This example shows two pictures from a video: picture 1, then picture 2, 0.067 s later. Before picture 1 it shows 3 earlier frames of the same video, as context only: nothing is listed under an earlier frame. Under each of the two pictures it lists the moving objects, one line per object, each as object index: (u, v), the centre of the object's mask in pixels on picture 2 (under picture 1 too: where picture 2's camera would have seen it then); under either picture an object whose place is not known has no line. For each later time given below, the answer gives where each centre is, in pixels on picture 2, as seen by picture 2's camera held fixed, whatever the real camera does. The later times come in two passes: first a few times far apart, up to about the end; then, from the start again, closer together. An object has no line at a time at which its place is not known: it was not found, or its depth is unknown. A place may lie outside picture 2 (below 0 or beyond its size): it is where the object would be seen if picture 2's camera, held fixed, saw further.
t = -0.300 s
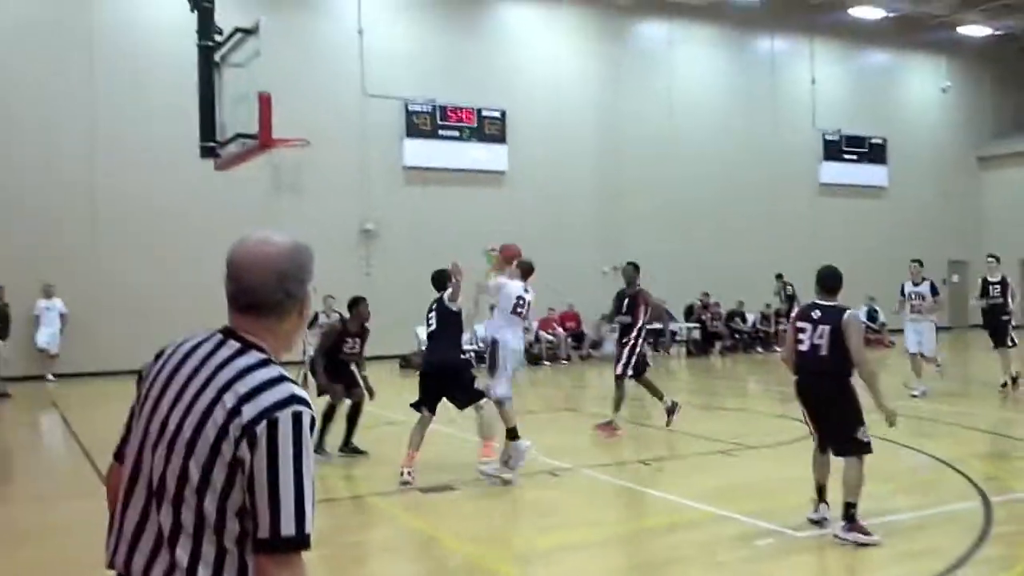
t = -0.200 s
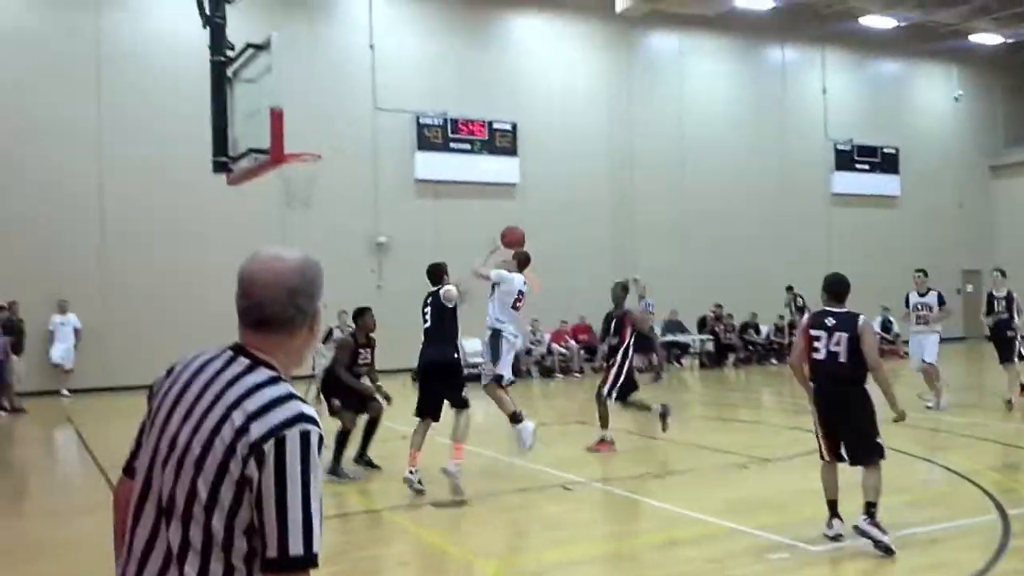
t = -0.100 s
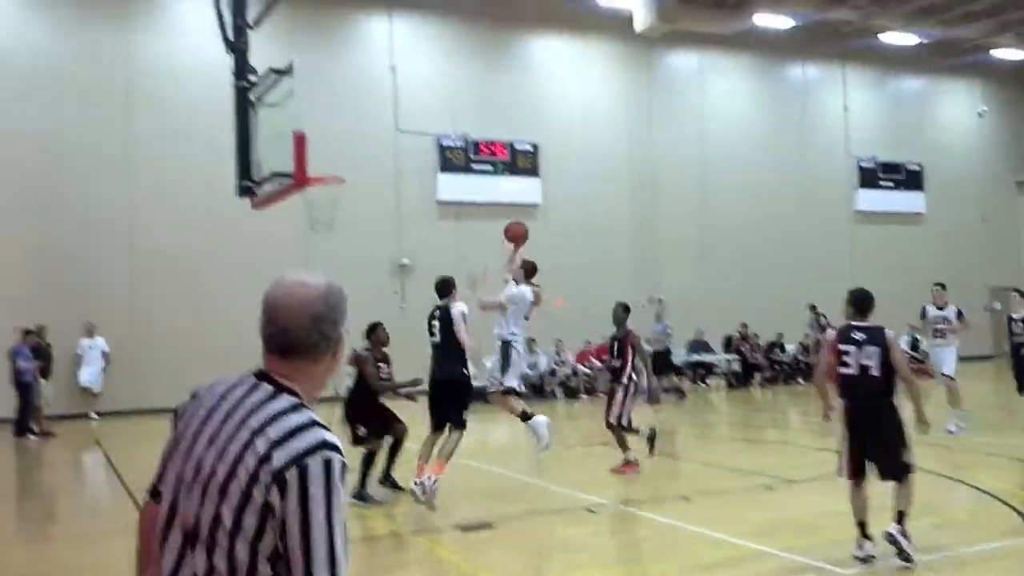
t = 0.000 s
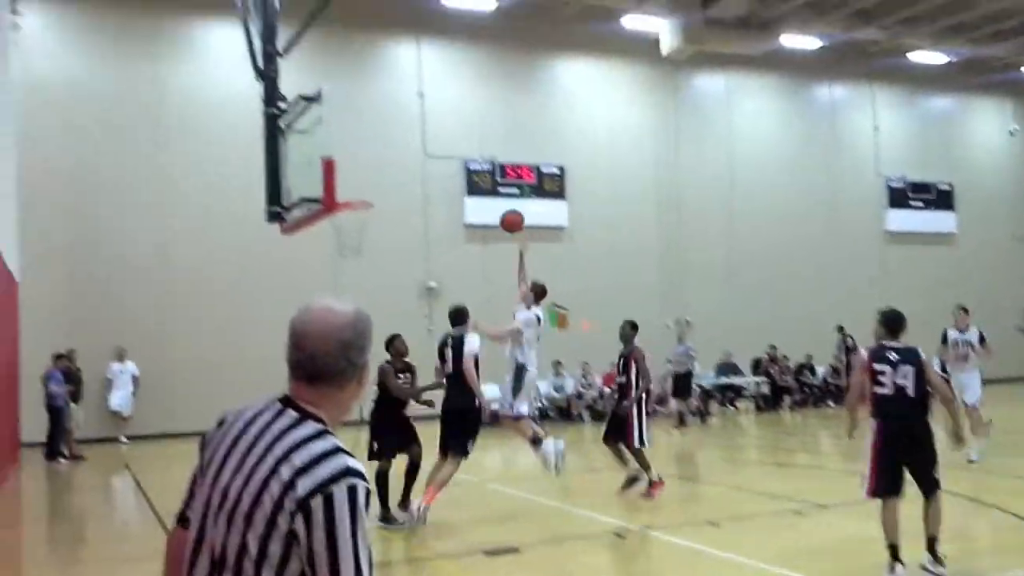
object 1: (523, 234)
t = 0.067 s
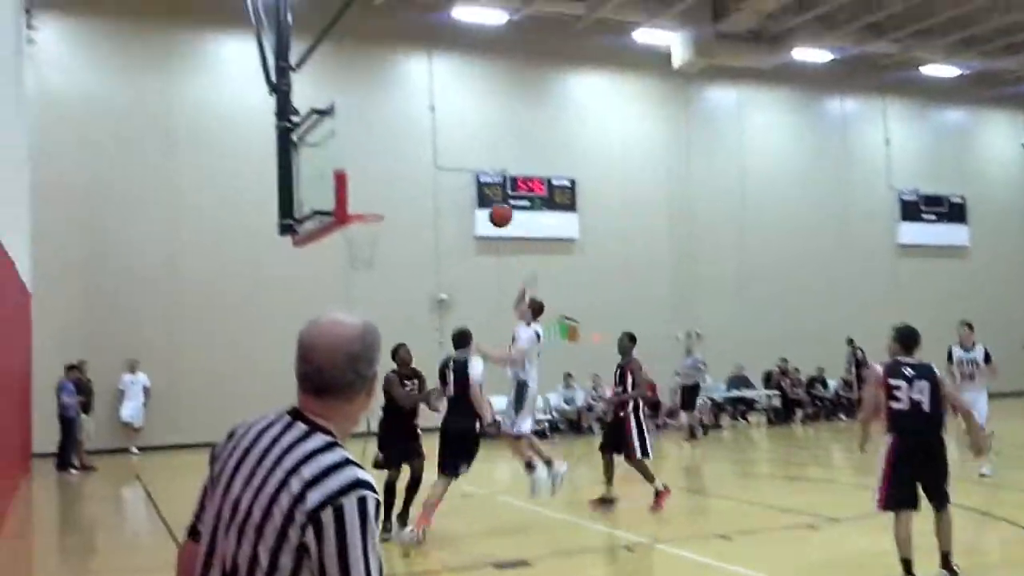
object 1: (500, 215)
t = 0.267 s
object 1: (435, 188)
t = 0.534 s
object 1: (358, 208)
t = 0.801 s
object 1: (350, 244)
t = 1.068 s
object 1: (332, 286)
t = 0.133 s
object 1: (478, 202)
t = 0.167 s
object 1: (467, 197)
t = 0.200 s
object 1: (456, 193)
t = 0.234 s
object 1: (445, 190)
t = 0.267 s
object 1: (435, 188)
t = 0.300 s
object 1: (425, 188)
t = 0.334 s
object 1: (414, 188)
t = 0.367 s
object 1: (404, 190)
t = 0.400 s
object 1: (393, 192)
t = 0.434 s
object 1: (383, 196)
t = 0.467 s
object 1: (372, 201)
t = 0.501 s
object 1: (363, 205)
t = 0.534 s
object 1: (358, 208)
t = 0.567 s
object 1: (359, 211)
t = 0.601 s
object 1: (362, 224)
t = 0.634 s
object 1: (369, 223)
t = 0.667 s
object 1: (367, 226)
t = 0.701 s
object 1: (363, 231)
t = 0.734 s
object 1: (358, 236)
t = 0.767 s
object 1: (354, 241)
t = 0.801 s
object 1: (350, 244)
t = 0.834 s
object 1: (347, 246)
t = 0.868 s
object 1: (345, 248)
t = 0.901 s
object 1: (343, 250)
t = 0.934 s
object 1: (341, 256)
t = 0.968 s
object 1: (339, 261)
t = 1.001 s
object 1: (337, 269)
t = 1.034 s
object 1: (335, 276)
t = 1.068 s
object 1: (332, 286)
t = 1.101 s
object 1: (332, 297)
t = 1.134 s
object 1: (331, 308)
